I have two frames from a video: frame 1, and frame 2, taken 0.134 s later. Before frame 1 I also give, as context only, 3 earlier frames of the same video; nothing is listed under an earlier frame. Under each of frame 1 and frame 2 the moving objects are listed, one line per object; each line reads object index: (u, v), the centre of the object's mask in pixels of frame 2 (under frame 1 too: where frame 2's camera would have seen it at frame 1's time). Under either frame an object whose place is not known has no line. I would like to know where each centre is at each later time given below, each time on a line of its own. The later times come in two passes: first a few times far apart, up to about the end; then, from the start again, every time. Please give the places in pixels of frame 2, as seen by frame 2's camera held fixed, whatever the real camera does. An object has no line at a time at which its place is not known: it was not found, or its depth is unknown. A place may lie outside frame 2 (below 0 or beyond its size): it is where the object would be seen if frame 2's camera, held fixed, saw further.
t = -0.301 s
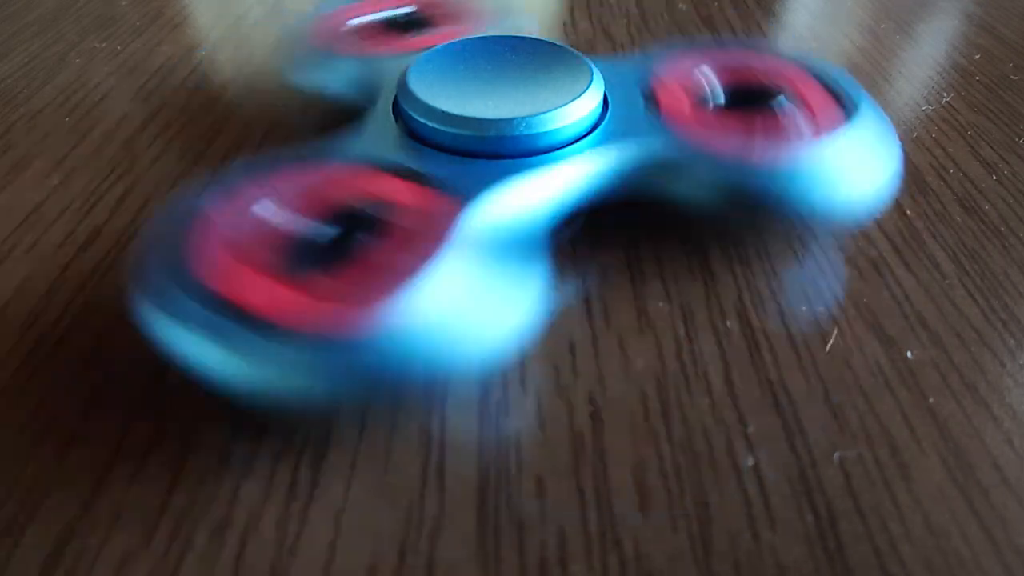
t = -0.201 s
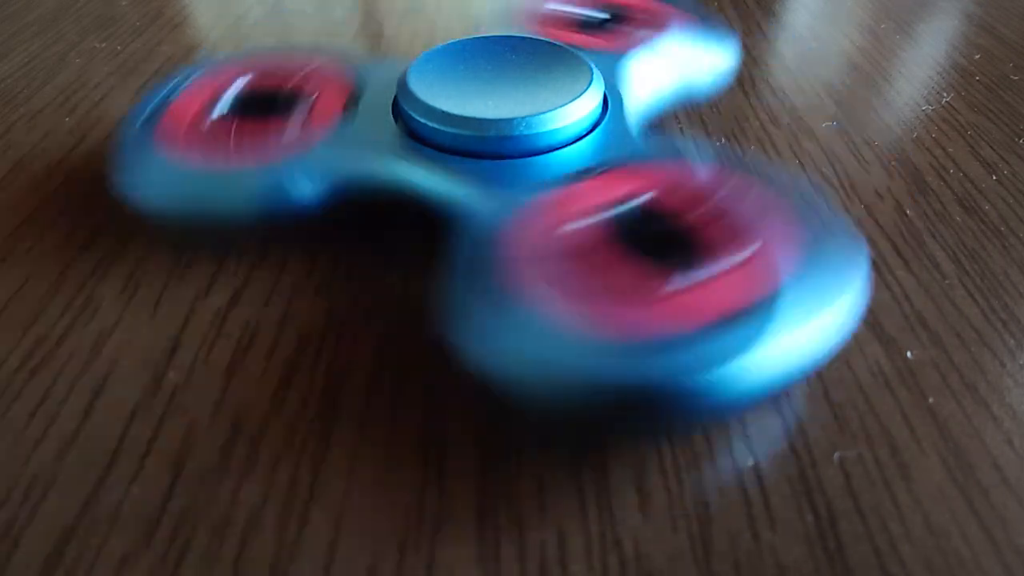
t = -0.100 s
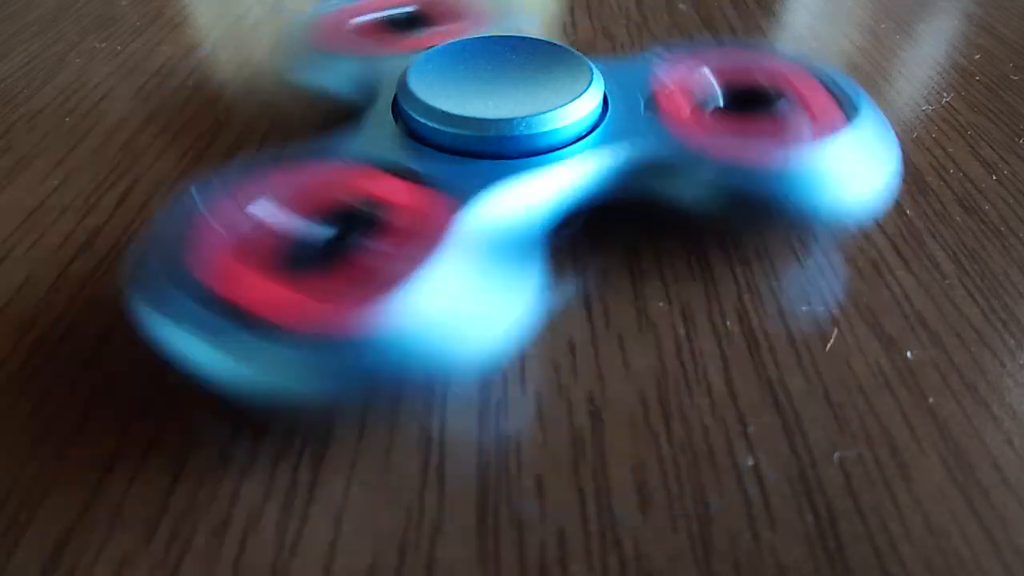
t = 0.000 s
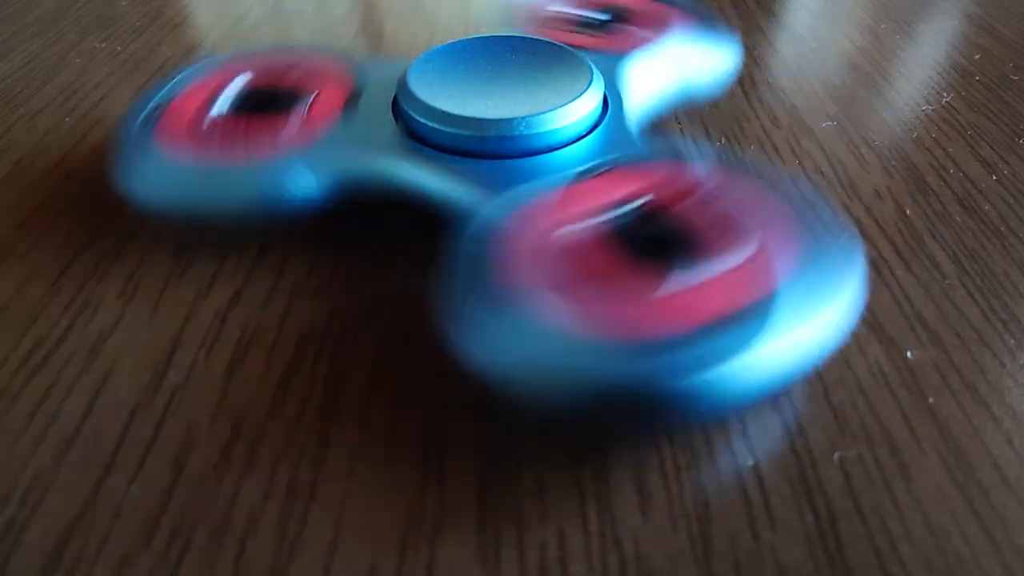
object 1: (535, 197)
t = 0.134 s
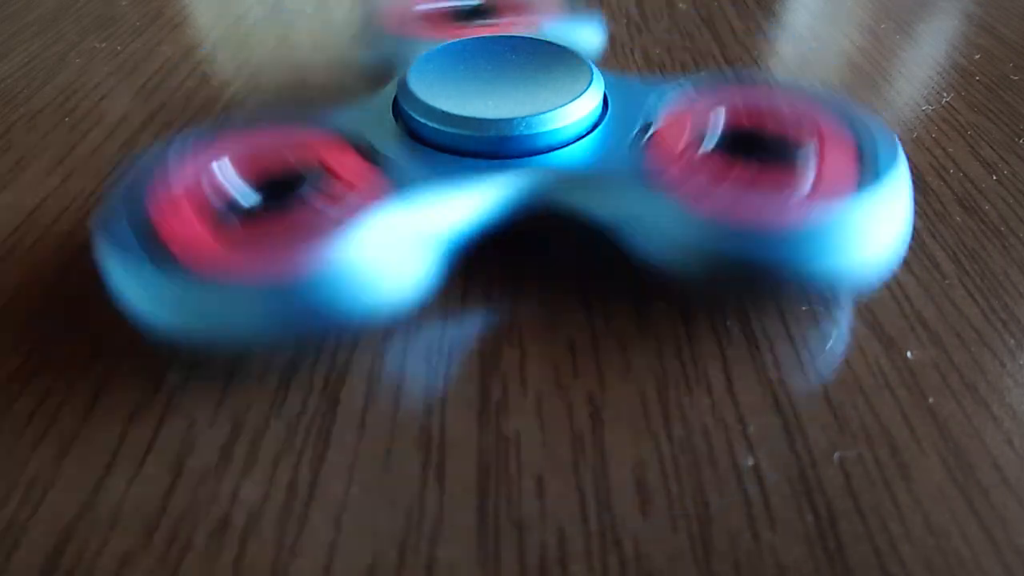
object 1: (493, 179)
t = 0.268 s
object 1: (485, 206)
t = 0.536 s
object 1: (492, 179)
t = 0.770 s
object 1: (522, 182)
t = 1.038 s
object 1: (517, 208)
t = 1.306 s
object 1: (473, 192)
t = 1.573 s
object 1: (514, 180)
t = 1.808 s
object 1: (533, 192)
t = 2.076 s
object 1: (500, 209)
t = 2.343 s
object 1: (476, 186)
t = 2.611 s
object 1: (525, 182)
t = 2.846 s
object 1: (536, 196)
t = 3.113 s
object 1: (494, 208)
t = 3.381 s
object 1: (478, 185)
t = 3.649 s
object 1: (525, 183)
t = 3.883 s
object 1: (534, 194)
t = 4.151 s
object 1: (498, 209)
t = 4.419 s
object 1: (474, 189)
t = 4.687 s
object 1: (515, 180)
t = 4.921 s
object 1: (531, 187)
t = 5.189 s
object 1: (516, 209)
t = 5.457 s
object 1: (476, 199)
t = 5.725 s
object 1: (491, 178)
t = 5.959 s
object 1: (511, 179)
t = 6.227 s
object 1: (534, 198)
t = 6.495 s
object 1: (497, 209)
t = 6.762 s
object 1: (472, 193)
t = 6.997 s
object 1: (477, 185)
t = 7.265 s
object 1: (518, 181)
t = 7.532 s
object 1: (533, 201)
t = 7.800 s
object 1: (497, 209)
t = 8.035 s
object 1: (485, 206)
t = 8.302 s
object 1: (477, 187)
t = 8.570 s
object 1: (509, 180)
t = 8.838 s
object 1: (534, 193)
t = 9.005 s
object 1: (502, 178)
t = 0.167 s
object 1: (522, 182)
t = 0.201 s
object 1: (536, 197)
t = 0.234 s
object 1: (514, 210)
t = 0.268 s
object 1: (485, 206)
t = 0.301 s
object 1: (474, 192)
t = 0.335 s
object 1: (494, 180)
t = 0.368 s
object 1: (523, 182)
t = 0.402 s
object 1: (535, 197)
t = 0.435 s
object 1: (513, 210)
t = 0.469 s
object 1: (484, 205)
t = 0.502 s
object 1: (471, 192)
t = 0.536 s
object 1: (492, 179)
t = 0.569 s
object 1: (521, 183)
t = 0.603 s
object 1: (533, 197)
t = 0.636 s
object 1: (514, 210)
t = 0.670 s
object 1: (485, 205)
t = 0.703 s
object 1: (473, 192)
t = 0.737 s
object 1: (491, 179)
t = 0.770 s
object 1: (522, 182)
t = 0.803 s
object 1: (535, 196)
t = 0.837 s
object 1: (515, 209)
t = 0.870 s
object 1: (486, 207)
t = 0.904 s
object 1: (473, 192)
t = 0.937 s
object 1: (491, 180)
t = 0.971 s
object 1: (521, 181)
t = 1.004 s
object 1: (535, 195)
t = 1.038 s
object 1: (517, 208)
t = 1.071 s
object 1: (487, 207)
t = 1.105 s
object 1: (473, 194)
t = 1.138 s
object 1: (489, 180)
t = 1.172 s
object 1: (518, 181)
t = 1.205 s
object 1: (534, 194)
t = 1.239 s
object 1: (519, 209)
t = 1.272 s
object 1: (489, 207)
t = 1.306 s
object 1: (473, 192)
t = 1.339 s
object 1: (486, 179)
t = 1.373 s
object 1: (517, 180)
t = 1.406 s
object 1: (535, 193)
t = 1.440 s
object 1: (521, 209)
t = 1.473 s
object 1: (492, 208)
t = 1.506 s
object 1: (475, 196)
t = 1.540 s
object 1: (485, 181)
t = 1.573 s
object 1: (514, 180)
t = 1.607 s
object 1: (535, 193)
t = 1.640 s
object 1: (523, 207)
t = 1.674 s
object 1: (493, 208)
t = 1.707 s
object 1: (473, 197)
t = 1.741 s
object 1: (483, 182)
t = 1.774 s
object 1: (511, 180)
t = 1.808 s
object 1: (533, 192)
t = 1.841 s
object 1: (527, 208)
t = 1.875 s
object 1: (496, 209)
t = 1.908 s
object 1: (476, 198)
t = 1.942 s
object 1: (480, 183)
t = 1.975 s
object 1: (508, 179)
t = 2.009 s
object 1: (533, 189)
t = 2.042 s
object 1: (530, 207)
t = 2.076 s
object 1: (500, 209)
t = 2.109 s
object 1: (477, 200)
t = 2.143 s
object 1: (477, 186)
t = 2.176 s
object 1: (506, 180)
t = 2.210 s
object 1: (532, 187)
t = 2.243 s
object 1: (532, 204)
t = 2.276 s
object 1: (502, 208)
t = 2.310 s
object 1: (477, 202)
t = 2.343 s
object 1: (476, 186)
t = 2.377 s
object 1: (501, 178)
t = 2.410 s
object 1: (529, 185)
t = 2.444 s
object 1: (533, 204)
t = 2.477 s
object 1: (508, 209)
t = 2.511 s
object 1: (479, 202)
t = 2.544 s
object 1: (474, 189)
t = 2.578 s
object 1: (496, 179)
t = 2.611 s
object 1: (525, 182)
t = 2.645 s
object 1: (535, 197)
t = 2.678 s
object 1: (514, 209)
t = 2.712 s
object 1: (485, 204)
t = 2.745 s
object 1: (474, 192)
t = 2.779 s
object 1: (493, 179)
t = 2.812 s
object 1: (520, 181)
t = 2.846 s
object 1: (536, 196)
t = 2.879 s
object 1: (518, 207)
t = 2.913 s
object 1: (487, 207)
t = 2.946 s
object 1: (473, 194)
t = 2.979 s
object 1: (486, 180)
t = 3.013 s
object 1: (514, 179)
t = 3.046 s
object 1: (533, 194)
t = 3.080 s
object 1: (524, 208)
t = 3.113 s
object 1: (494, 208)
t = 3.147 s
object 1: (475, 197)
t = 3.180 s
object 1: (481, 182)
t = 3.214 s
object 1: (510, 179)
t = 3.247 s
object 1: (533, 189)
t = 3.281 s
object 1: (529, 205)
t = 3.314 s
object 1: (499, 209)
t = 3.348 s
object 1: (477, 200)
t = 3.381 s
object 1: (478, 185)
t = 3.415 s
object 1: (504, 179)
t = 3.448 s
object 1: (531, 186)
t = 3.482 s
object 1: (532, 202)
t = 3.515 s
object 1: (505, 209)
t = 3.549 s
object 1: (478, 202)
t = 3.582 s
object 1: (474, 188)
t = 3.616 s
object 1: (496, 179)
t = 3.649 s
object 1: (525, 183)
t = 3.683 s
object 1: (535, 198)
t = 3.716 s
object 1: (513, 209)
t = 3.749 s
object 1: (486, 205)
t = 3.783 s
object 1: (474, 192)
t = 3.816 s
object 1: (490, 179)
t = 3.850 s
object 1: (519, 180)
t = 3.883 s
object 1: (534, 194)
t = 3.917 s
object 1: (522, 207)
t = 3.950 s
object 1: (493, 207)
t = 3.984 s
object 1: (475, 197)
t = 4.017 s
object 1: (483, 181)
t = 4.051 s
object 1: (511, 179)
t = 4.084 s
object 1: (534, 189)
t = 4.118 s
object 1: (530, 206)
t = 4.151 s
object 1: (498, 209)
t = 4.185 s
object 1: (476, 200)
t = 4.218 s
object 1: (477, 186)
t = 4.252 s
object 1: (502, 179)
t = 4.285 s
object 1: (530, 185)
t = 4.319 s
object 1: (532, 201)
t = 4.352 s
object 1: (508, 209)
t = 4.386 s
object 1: (481, 202)
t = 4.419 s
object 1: (474, 189)
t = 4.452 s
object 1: (494, 179)
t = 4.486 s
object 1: (523, 182)
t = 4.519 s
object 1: (536, 196)
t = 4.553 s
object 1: (516, 209)
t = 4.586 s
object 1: (488, 207)
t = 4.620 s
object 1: (474, 195)
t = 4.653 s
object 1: (487, 181)
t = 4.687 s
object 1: (515, 180)
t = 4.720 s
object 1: (534, 192)
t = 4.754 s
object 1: (526, 205)
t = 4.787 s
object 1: (495, 209)
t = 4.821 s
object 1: (475, 199)
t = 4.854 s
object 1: (478, 184)
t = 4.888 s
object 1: (504, 179)
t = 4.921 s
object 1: (531, 187)
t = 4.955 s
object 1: (532, 205)
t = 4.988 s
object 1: (505, 208)
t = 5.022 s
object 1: (480, 202)
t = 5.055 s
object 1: (475, 188)
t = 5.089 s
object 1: (496, 179)
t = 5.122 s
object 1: (523, 182)
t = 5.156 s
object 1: (536, 197)
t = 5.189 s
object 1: (516, 209)
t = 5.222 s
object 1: (488, 207)
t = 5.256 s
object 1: (476, 194)
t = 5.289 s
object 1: (487, 180)
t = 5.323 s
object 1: (514, 180)
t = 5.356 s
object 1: (535, 192)
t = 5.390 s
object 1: (526, 206)
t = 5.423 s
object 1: (496, 208)
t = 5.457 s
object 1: (476, 199)
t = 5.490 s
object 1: (478, 184)
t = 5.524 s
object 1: (503, 178)
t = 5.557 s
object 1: (530, 186)
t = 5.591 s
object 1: (532, 202)
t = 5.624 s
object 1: (507, 209)
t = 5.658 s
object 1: (481, 203)
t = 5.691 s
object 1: (474, 190)
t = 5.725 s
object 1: (491, 178)
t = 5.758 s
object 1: (520, 181)
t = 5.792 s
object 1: (536, 195)
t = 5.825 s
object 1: (519, 208)
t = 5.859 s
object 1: (491, 207)
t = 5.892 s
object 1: (475, 196)
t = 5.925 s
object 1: (483, 181)
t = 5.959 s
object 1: (511, 179)
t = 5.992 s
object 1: (534, 190)
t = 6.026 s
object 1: (531, 206)
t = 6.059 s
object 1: (502, 208)
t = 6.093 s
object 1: (477, 200)
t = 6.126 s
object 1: (476, 186)
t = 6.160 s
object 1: (498, 179)
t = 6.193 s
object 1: (524, 184)
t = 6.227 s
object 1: (534, 198)
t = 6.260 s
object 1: (515, 209)
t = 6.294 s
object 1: (486, 206)
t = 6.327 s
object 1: (473, 192)
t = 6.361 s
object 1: (485, 179)
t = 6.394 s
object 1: (515, 178)
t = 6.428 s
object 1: (534, 191)
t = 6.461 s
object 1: (527, 206)
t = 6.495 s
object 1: (497, 209)
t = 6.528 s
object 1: (478, 200)
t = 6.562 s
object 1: (478, 185)
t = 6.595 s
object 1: (502, 179)
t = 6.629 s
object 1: (529, 184)
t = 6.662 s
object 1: (535, 200)
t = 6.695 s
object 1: (511, 210)
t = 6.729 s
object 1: (484, 205)
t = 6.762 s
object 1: (472, 193)
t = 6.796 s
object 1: (489, 179)
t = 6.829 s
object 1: (516, 180)
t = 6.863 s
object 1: (534, 194)
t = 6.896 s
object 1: (527, 208)
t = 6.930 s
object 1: (495, 209)
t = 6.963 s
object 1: (476, 199)
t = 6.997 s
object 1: (477, 185)
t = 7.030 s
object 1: (503, 178)
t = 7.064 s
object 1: (530, 186)
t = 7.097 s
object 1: (533, 200)
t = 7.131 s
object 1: (513, 210)
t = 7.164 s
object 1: (483, 204)
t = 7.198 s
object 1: (475, 192)
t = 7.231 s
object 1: (491, 179)
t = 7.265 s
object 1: (518, 181)
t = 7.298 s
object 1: (535, 194)
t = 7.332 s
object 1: (525, 208)
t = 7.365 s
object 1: (495, 209)
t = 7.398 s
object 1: (476, 199)
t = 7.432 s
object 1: (476, 184)
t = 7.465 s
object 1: (502, 178)
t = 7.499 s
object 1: (529, 185)
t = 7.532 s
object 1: (533, 201)
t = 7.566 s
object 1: (510, 209)
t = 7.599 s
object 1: (484, 205)
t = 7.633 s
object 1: (473, 192)
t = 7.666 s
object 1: (488, 179)
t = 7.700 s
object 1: (516, 179)
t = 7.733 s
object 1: (535, 192)
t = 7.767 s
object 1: (527, 207)
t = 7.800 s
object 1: (497, 209)
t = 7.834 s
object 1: (477, 200)
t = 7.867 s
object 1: (478, 185)
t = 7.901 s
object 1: (501, 179)
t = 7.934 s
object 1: (528, 183)
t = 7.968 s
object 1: (535, 201)
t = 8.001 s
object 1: (513, 211)
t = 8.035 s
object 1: (485, 206)
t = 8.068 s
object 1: (473, 193)
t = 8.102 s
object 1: (485, 180)
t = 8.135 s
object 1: (513, 179)
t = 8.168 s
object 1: (533, 191)
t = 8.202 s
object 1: (528, 207)
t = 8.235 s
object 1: (500, 210)
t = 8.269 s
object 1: (478, 201)
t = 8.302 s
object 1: (477, 187)
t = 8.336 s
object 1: (499, 178)
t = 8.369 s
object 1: (525, 182)
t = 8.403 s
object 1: (535, 197)
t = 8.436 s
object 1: (516, 208)
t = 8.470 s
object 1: (491, 207)
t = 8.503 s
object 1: (475, 197)
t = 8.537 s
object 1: (482, 182)
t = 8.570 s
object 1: (509, 180)
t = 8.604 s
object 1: (532, 188)
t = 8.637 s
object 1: (532, 204)
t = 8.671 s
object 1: (507, 209)
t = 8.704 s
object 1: (480, 203)
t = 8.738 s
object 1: (473, 190)
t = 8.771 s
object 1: (492, 179)
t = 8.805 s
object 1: (519, 181)
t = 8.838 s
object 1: (534, 193)
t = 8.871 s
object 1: (523, 207)
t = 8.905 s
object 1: (495, 209)
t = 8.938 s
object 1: (476, 199)
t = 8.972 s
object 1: (477, 184)
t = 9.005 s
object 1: (502, 178)
